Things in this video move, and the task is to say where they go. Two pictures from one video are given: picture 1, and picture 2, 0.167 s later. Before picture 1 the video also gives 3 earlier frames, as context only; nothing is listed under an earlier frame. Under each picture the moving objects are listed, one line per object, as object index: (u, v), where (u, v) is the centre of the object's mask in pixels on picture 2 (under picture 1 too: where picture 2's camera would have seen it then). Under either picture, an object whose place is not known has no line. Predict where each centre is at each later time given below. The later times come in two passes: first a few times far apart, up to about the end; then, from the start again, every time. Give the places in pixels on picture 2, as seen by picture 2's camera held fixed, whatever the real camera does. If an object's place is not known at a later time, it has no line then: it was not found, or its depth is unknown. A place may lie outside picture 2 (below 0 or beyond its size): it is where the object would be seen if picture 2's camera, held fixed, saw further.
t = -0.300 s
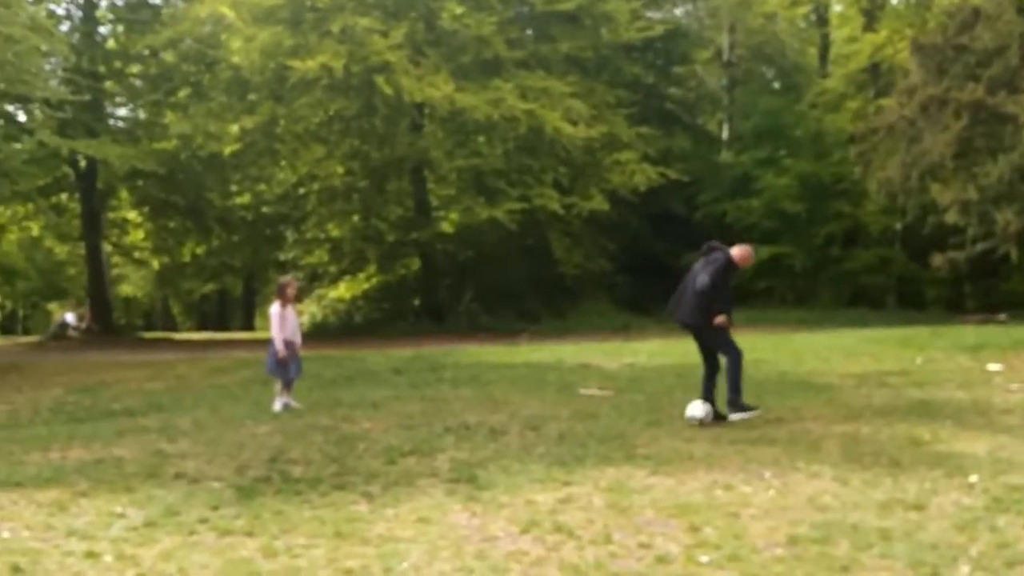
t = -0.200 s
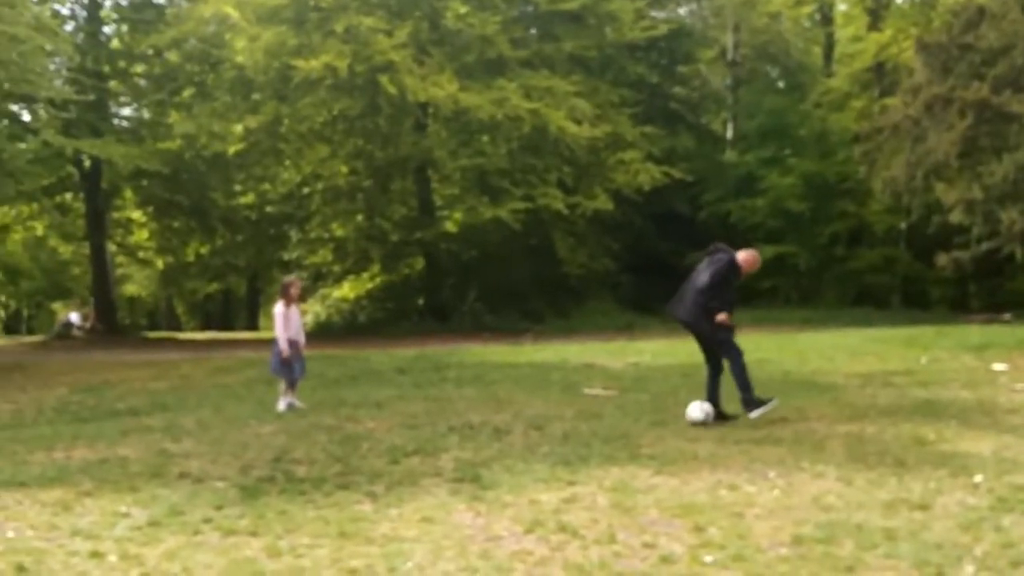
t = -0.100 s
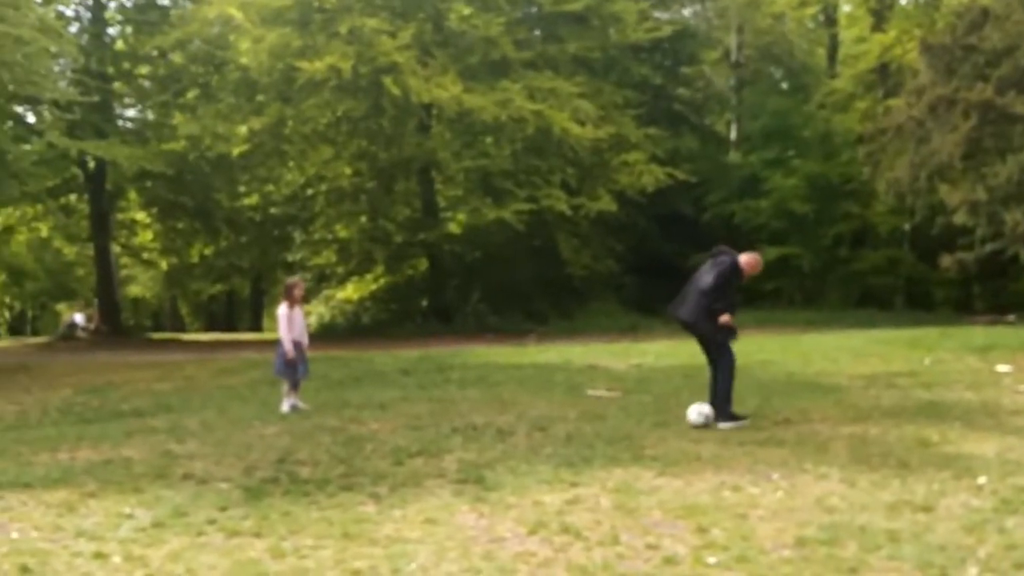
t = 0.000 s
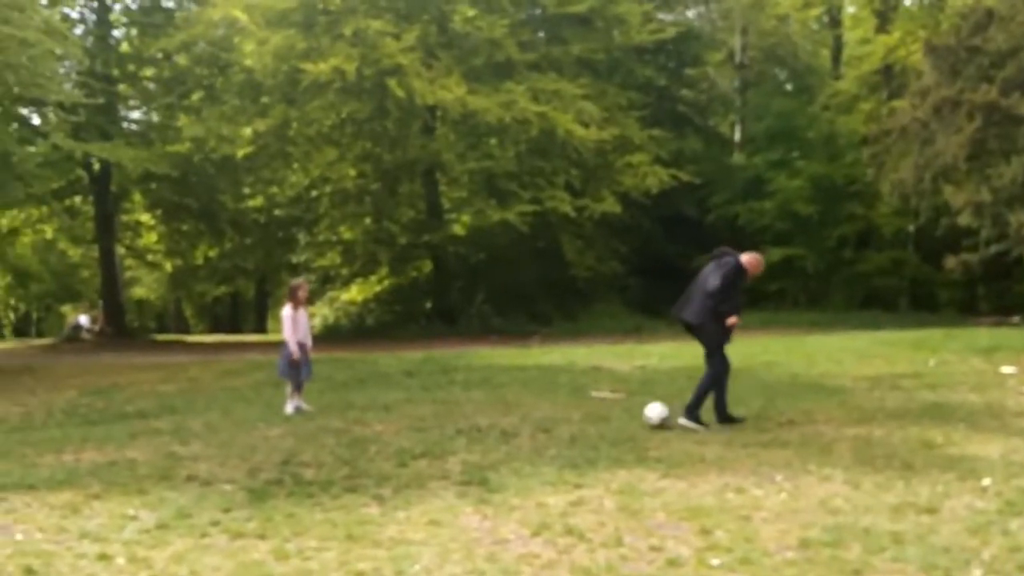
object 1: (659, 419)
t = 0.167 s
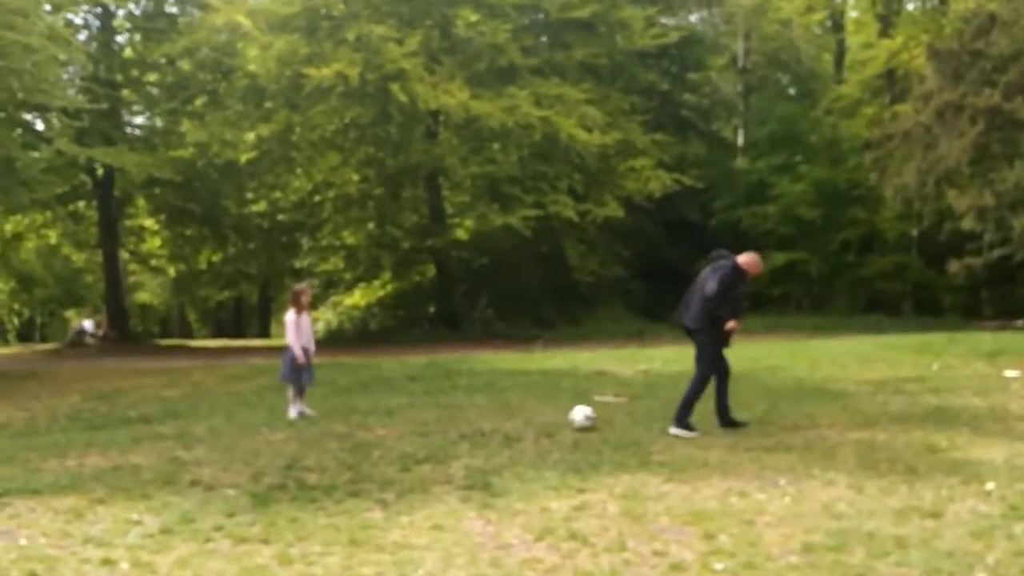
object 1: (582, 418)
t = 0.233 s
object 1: (558, 416)
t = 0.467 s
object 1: (489, 410)
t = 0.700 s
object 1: (427, 410)
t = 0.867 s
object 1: (383, 410)
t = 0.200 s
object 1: (569, 417)
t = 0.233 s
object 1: (558, 416)
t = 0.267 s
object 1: (546, 417)
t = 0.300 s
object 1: (536, 416)
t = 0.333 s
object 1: (527, 415)
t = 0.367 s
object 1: (517, 414)
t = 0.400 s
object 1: (508, 415)
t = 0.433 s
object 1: (497, 414)
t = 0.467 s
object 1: (489, 410)
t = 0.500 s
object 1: (480, 408)
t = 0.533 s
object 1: (471, 405)
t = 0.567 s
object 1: (461, 404)
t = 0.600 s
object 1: (452, 405)
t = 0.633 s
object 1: (444, 410)
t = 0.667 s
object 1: (435, 411)
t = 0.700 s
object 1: (427, 410)
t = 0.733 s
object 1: (418, 409)
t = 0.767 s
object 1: (409, 407)
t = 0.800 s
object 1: (400, 407)
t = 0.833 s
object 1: (393, 409)
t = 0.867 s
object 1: (383, 410)
